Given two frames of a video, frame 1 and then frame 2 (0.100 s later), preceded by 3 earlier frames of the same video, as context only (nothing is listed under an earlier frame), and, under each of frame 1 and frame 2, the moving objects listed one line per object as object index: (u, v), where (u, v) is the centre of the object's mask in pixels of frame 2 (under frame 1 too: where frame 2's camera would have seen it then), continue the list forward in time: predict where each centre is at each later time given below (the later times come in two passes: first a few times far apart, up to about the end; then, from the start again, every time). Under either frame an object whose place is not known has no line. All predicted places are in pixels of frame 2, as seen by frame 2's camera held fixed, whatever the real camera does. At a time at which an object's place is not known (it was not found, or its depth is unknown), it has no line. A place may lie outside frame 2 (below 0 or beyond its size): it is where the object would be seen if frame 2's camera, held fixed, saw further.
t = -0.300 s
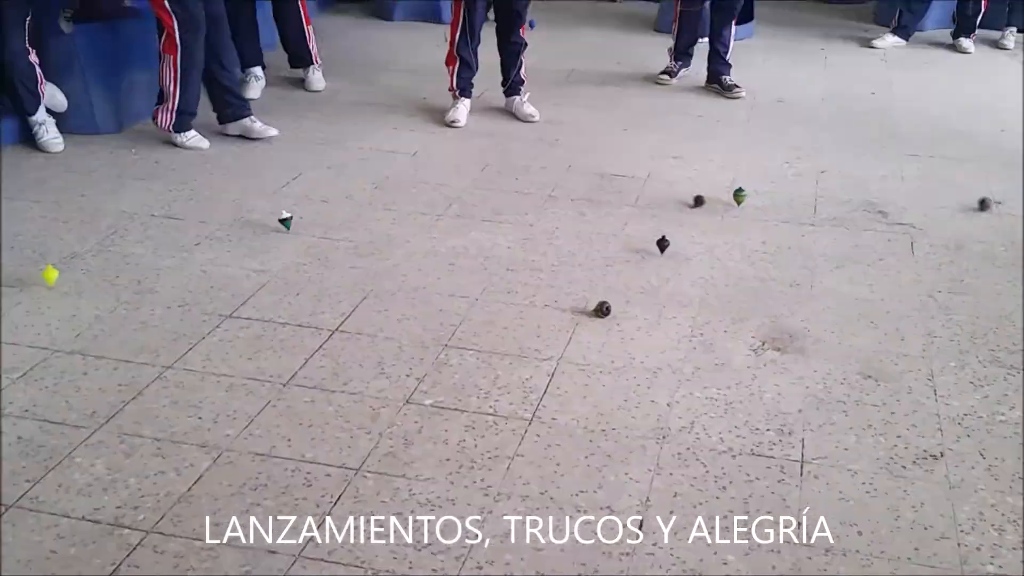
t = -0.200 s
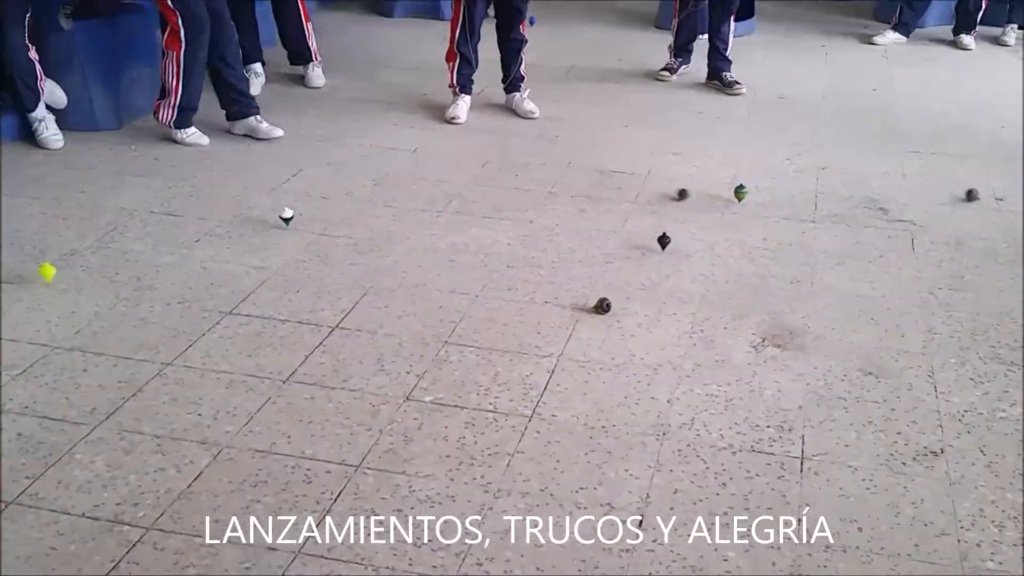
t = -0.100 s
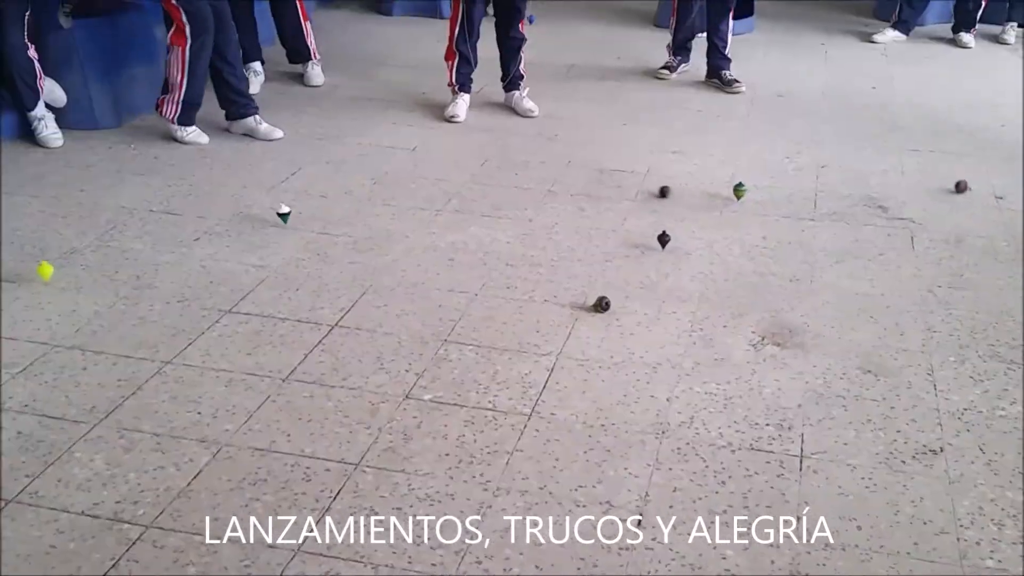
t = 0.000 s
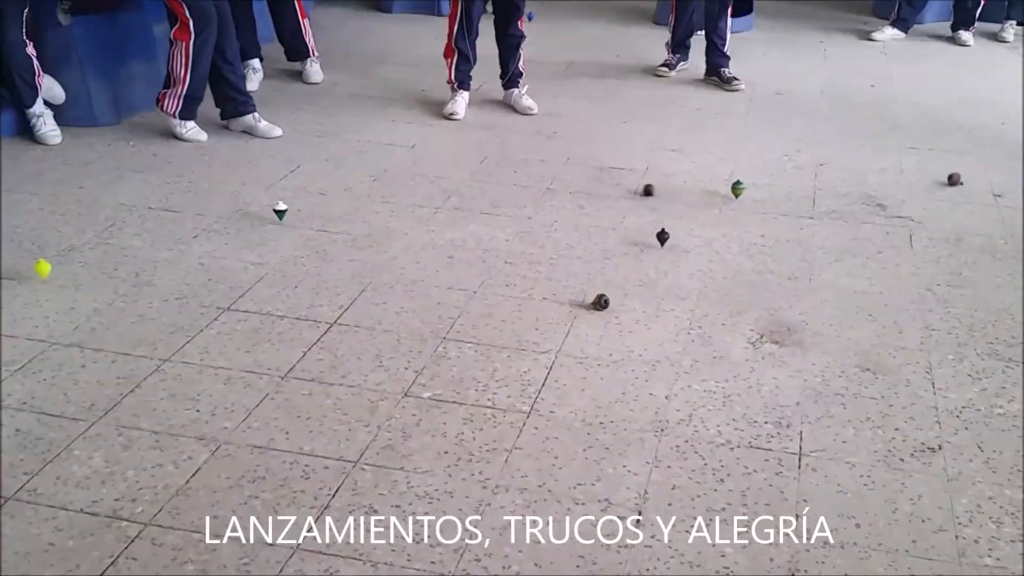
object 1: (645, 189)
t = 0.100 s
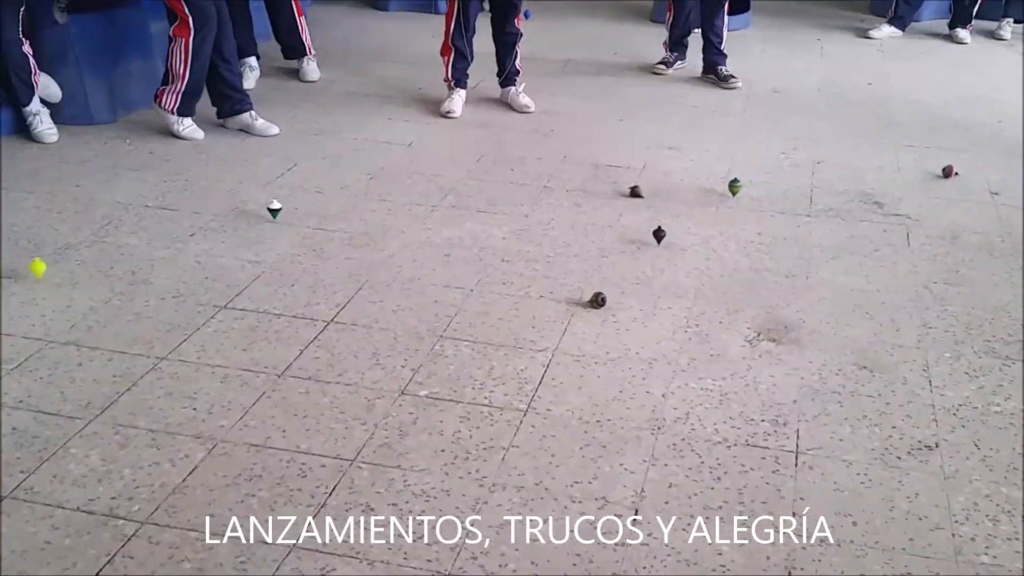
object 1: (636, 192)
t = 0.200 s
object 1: (632, 196)
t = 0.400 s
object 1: (641, 204)
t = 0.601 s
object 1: (659, 205)
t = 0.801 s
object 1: (663, 201)
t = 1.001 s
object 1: (653, 198)
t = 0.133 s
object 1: (633, 193)
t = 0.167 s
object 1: (632, 194)
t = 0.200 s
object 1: (632, 196)
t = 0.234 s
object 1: (632, 197)
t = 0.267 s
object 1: (633, 199)
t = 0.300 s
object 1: (635, 200)
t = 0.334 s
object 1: (637, 202)
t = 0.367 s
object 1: (638, 203)
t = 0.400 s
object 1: (641, 204)
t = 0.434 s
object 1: (644, 205)
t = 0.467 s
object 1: (648, 206)
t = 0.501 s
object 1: (651, 206)
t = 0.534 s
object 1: (653, 206)
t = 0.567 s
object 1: (656, 206)
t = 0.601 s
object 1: (659, 205)
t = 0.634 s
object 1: (661, 205)
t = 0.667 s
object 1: (662, 205)
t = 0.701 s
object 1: (663, 204)
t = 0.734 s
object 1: (664, 203)
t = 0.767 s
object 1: (664, 202)
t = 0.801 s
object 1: (663, 201)
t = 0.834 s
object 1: (663, 201)
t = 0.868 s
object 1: (661, 200)
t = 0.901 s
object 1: (659, 199)
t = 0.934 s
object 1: (657, 199)
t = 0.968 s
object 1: (655, 198)
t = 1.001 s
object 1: (653, 198)
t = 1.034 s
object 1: (650, 198)
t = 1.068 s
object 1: (648, 198)
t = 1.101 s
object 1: (647, 198)
